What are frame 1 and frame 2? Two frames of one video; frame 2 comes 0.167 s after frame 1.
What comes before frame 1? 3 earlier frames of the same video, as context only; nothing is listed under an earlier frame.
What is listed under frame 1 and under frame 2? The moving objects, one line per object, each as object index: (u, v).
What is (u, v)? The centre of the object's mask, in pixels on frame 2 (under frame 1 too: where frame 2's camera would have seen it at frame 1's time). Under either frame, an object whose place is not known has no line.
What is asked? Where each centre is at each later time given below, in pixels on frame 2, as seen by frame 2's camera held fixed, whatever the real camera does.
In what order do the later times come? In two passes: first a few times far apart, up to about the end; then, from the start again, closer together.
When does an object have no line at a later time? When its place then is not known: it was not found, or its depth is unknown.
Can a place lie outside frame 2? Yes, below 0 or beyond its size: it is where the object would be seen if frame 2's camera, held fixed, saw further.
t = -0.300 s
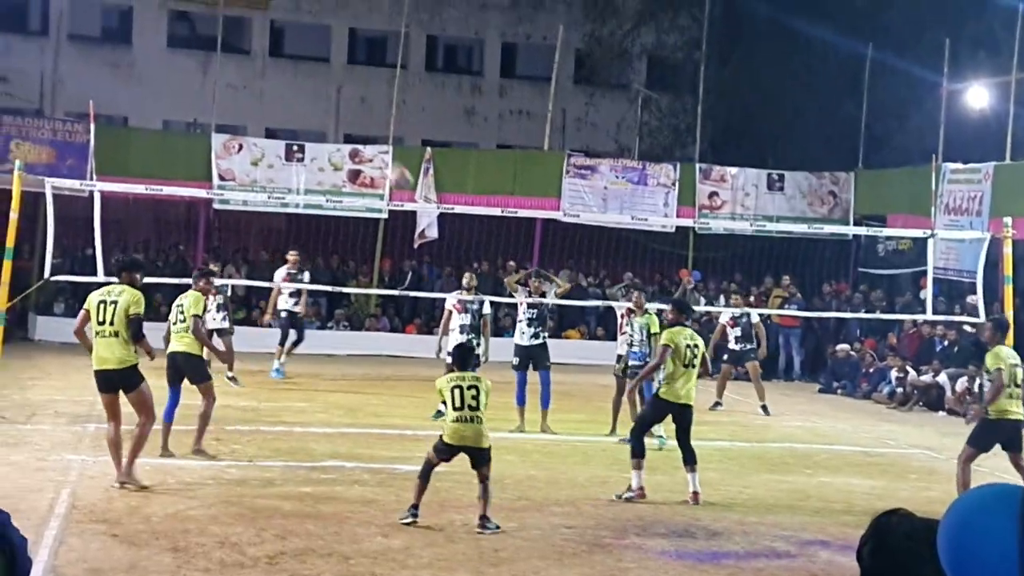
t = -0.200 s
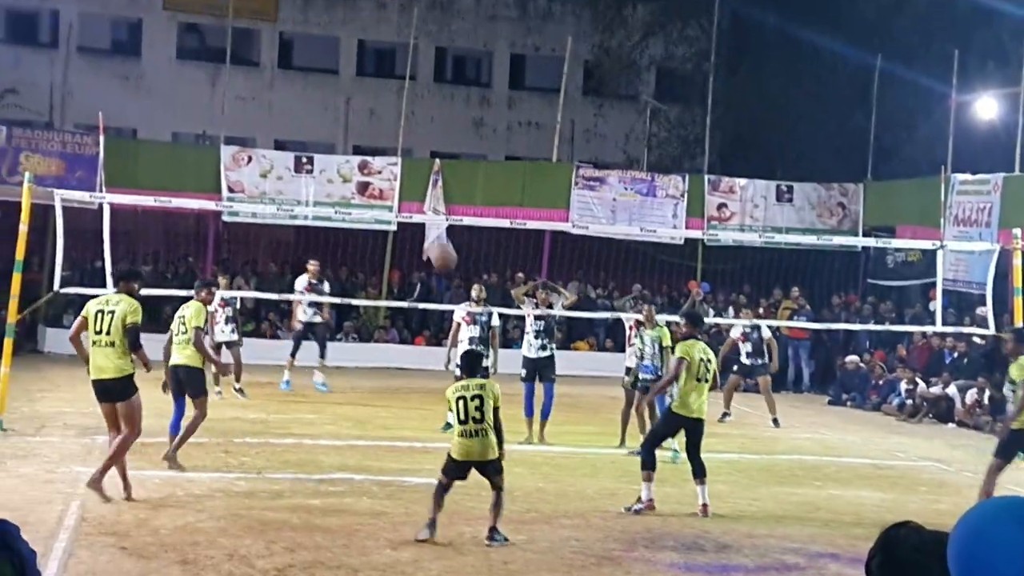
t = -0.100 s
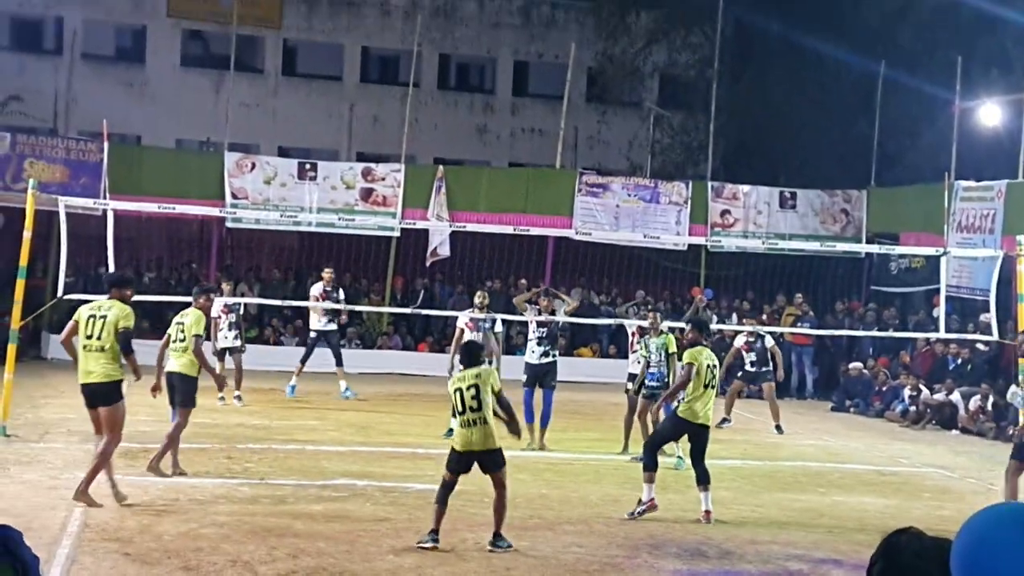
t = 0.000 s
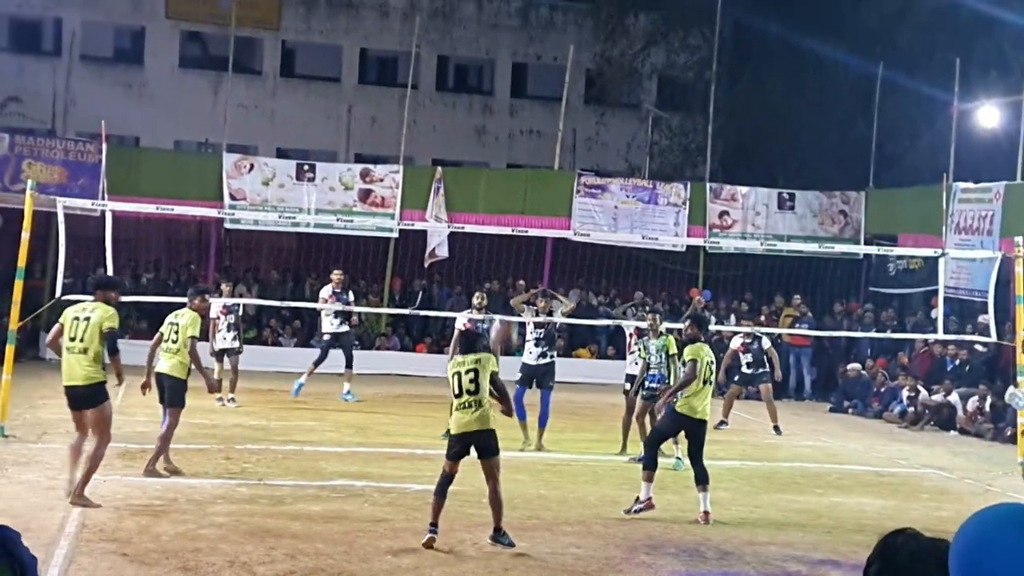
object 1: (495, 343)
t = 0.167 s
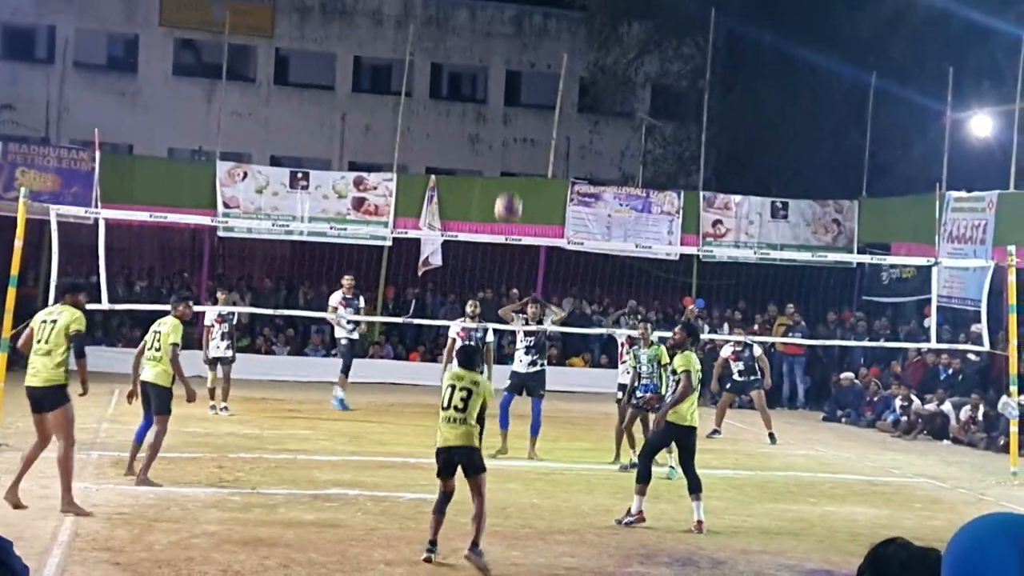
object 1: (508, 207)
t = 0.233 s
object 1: (511, 166)
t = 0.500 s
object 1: (527, 68)
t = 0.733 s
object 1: (538, 57)
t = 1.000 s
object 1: (546, 112)
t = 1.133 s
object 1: (550, 162)
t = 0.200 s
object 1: (509, 187)
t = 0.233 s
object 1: (511, 166)
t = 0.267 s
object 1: (513, 149)
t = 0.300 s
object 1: (515, 133)
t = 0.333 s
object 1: (518, 119)
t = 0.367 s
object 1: (520, 106)
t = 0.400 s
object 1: (522, 96)
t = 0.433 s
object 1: (524, 84)
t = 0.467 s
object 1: (525, 78)
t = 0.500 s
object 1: (527, 68)
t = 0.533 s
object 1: (529, 63)
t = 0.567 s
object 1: (531, 59)
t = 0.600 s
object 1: (532, 57)
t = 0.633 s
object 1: (534, 56)
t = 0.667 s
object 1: (535, 55)
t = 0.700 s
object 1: (536, 56)
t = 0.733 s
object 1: (538, 57)
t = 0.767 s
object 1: (539, 59)
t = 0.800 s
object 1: (540, 65)
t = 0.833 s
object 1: (542, 71)
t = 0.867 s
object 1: (543, 77)
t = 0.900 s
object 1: (545, 85)
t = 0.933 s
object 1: (546, 94)
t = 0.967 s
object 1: (546, 103)
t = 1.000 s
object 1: (546, 112)
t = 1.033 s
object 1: (547, 123)
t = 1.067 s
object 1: (548, 136)
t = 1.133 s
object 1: (550, 162)
